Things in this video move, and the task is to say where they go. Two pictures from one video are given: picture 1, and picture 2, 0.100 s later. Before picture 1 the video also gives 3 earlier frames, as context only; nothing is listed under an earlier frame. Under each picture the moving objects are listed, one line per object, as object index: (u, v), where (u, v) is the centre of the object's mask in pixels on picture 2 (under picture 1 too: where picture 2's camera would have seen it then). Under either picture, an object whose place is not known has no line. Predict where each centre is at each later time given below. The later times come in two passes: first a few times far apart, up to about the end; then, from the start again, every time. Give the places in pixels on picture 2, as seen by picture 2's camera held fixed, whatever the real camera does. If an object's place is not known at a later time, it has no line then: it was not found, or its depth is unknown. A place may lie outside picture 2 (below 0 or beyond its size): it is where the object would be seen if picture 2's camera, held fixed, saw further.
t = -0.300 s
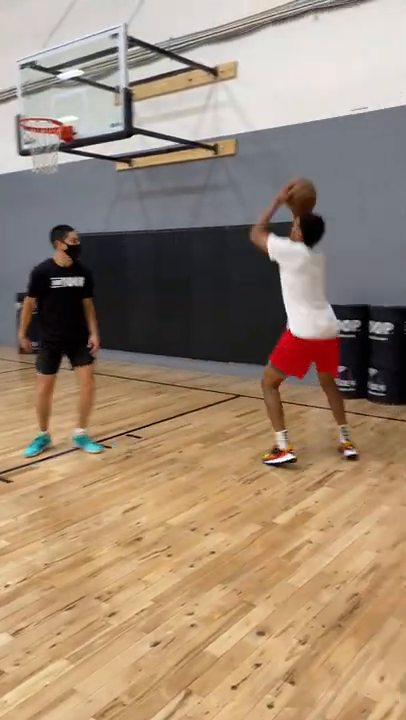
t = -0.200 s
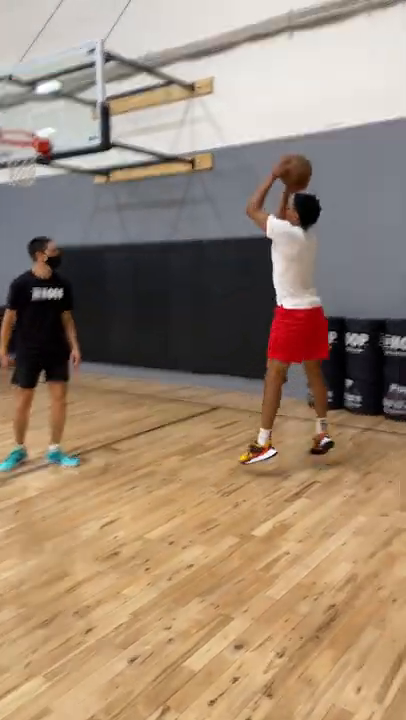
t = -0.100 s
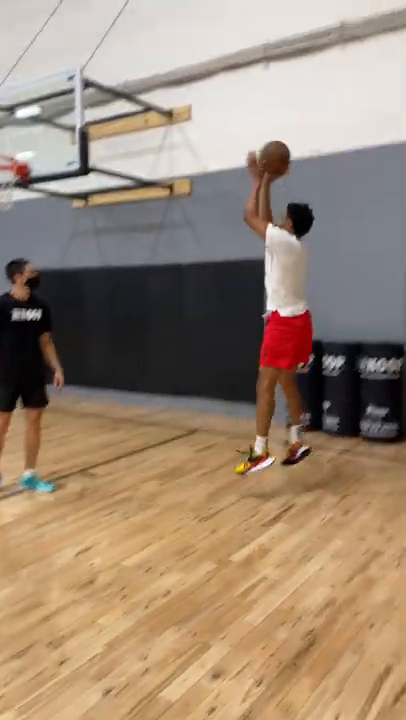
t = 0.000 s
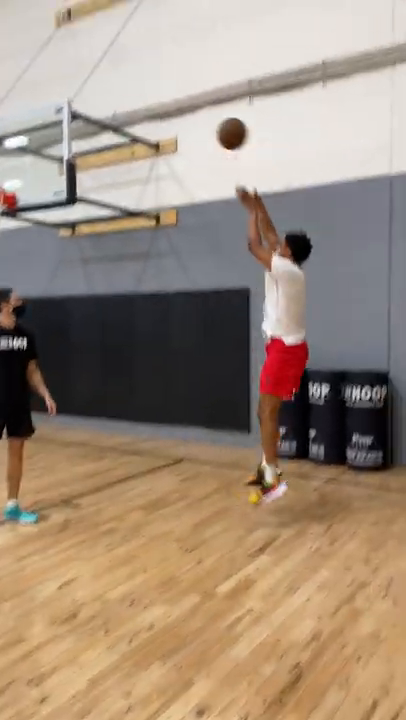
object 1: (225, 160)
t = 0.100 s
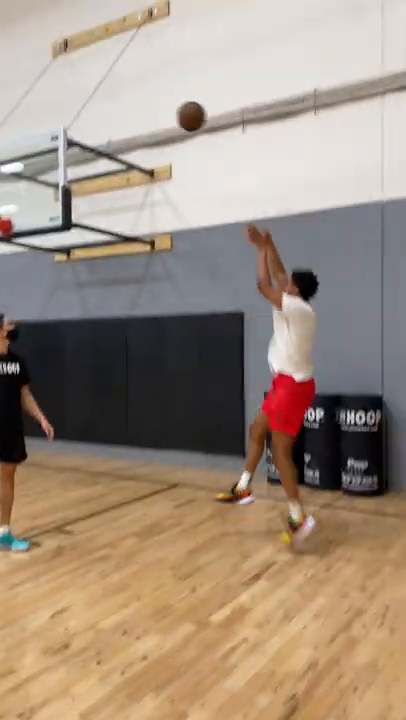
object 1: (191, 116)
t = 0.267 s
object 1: (141, 75)
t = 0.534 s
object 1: (75, 75)
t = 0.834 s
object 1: (15, 153)
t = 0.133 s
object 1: (180, 105)
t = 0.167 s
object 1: (170, 95)
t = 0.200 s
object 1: (160, 87)
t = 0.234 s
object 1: (150, 80)
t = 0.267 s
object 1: (141, 75)
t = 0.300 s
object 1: (132, 71)
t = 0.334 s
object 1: (123, 68)
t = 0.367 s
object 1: (114, 66)
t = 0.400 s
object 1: (106, 66)
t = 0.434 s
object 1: (98, 66)
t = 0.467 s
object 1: (90, 68)
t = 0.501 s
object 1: (82, 72)
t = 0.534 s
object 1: (75, 75)
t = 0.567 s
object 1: (67, 80)
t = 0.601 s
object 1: (60, 86)
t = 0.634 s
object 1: (53, 93)
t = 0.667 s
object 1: (46, 101)
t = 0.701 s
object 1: (40, 110)
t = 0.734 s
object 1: (33, 120)
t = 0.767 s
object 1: (26, 131)
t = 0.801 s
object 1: (20, 142)
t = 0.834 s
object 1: (15, 153)
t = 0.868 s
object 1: (9, 166)
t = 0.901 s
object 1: (4, 181)
